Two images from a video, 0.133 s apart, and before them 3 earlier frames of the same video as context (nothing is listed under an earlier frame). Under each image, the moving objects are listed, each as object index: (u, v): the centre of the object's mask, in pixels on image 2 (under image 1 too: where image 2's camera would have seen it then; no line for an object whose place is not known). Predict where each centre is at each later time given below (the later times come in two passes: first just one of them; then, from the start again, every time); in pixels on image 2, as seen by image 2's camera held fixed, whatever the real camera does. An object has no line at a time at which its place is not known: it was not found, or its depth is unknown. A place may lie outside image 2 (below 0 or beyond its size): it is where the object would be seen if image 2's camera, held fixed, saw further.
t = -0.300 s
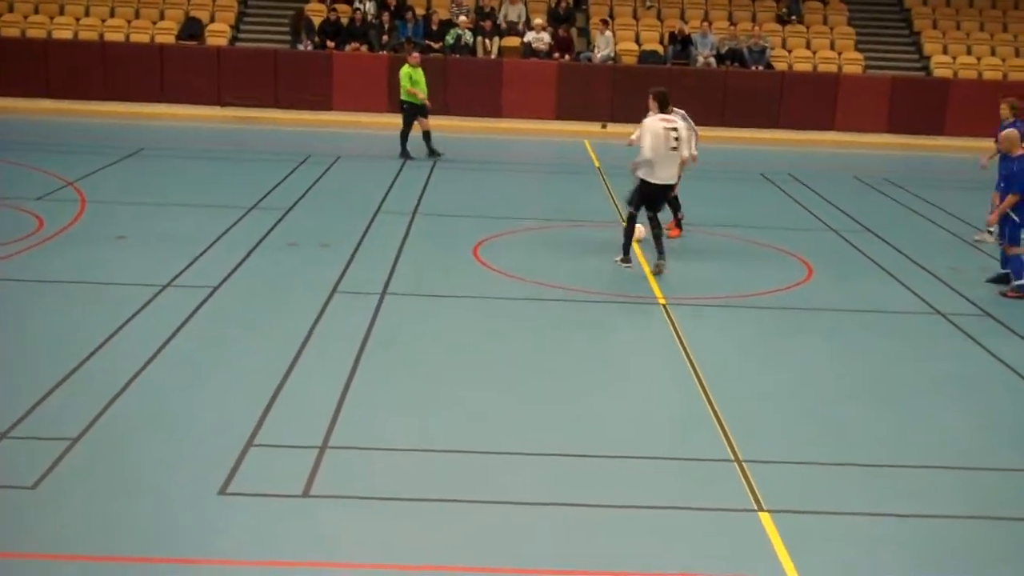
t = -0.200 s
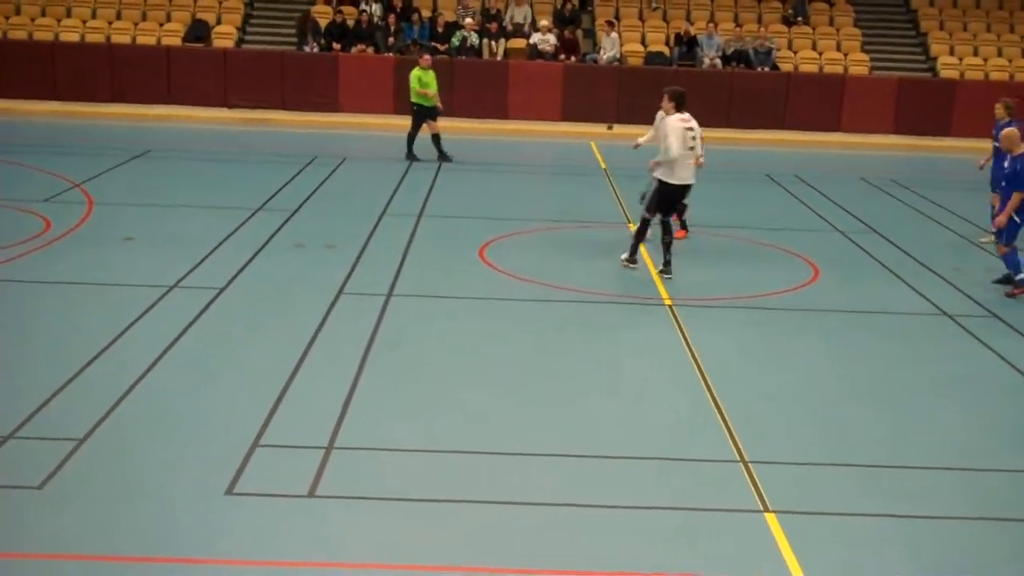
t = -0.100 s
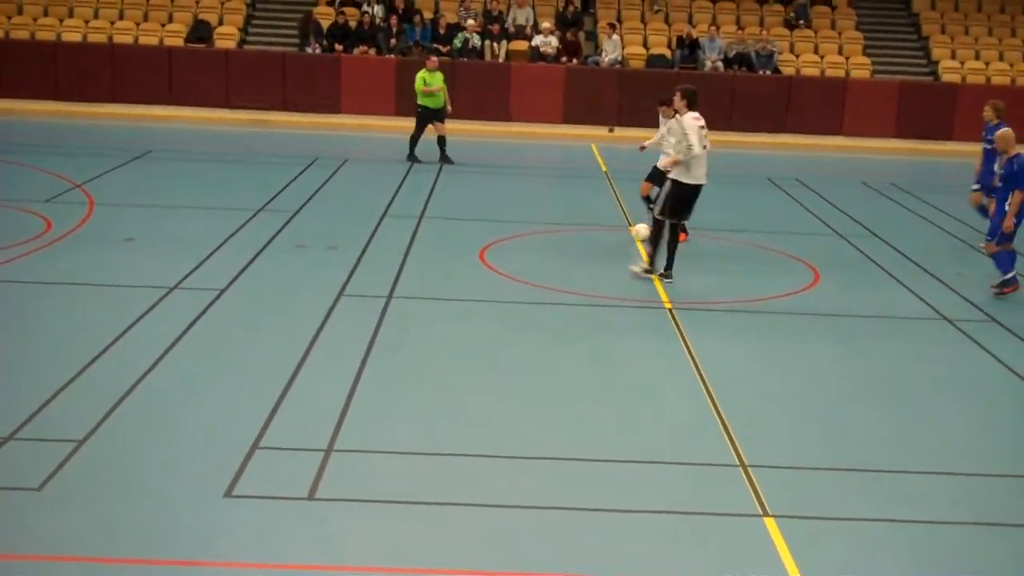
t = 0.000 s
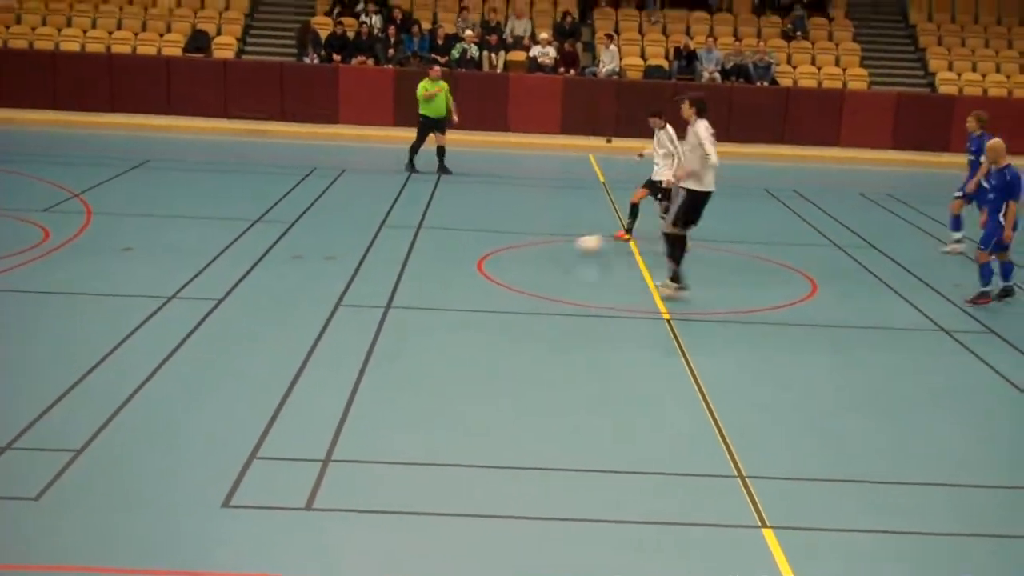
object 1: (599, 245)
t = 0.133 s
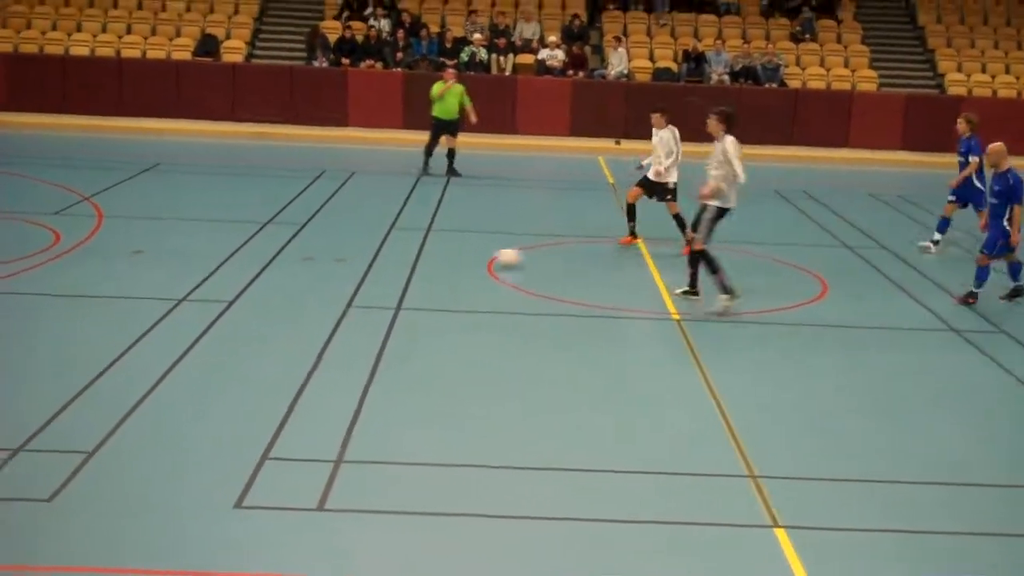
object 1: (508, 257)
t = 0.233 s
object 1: (440, 266)
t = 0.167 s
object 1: (484, 260)
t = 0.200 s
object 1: (463, 263)
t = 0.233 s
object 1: (440, 266)
